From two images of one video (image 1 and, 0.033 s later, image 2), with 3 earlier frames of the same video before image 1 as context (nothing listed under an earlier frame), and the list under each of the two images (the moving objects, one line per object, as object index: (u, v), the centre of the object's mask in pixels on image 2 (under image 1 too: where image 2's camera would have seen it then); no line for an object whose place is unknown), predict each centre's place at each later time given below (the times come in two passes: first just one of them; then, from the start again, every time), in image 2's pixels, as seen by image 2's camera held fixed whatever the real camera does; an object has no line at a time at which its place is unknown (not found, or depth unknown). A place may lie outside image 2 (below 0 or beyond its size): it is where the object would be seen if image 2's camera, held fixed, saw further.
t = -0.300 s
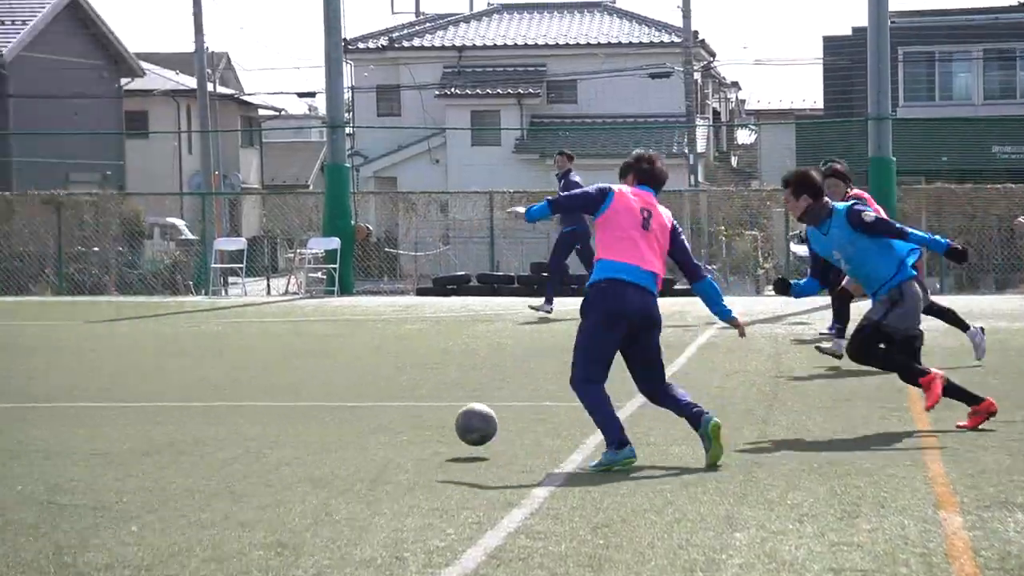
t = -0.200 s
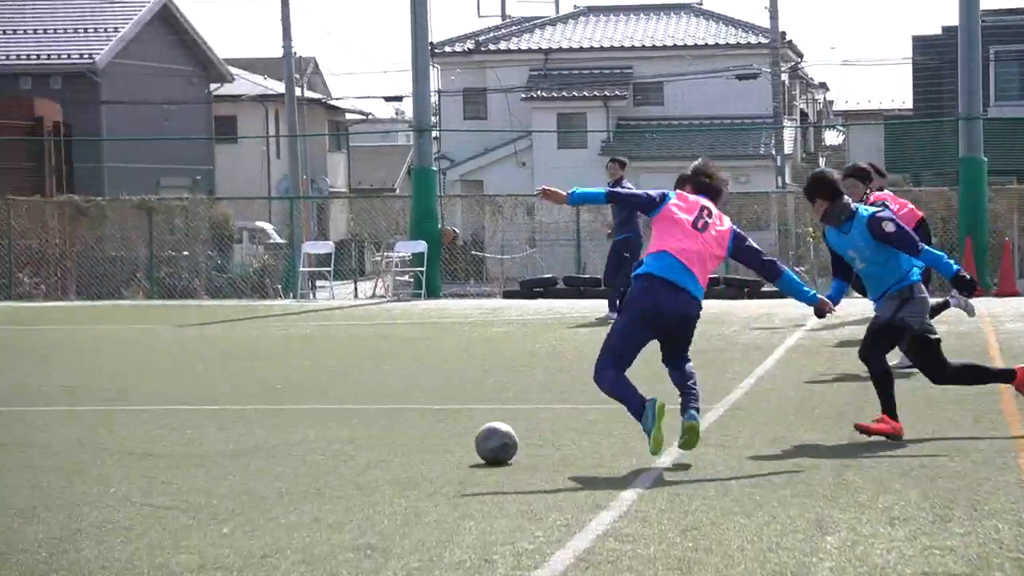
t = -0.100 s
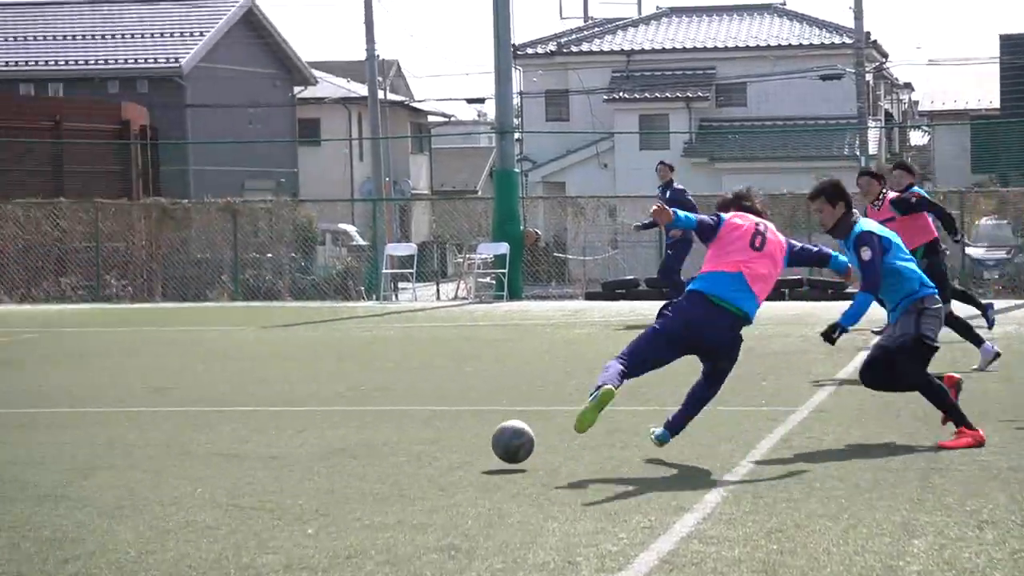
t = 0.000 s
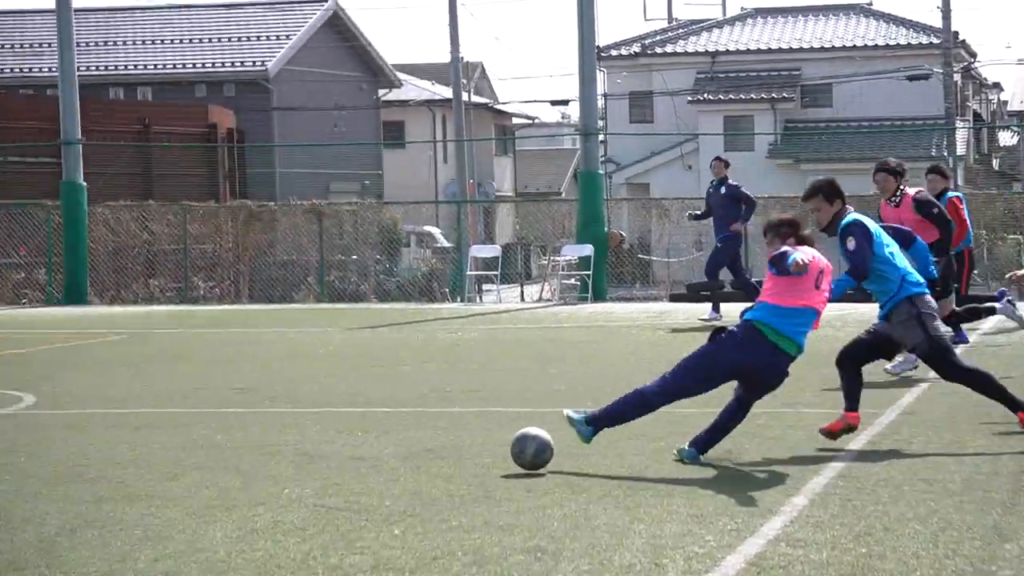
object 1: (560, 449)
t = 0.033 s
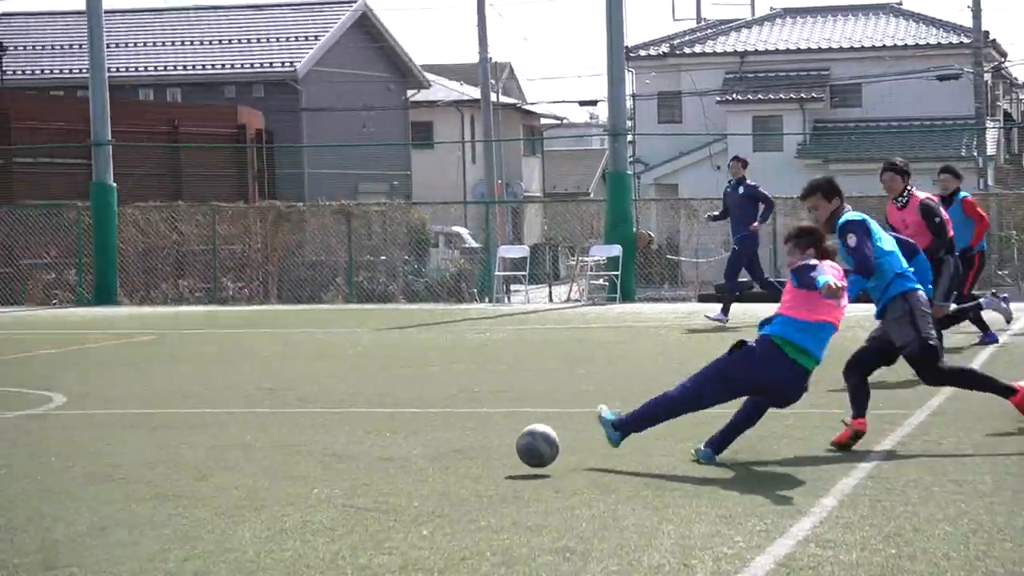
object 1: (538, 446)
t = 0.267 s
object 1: (384, 451)
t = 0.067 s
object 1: (515, 444)
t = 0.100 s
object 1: (493, 446)
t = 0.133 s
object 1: (471, 449)
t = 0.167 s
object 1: (450, 454)
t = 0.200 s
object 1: (428, 453)
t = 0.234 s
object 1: (406, 451)
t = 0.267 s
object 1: (384, 451)
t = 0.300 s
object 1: (362, 454)
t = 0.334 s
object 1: (341, 457)
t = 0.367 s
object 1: (319, 455)
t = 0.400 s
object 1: (298, 456)
